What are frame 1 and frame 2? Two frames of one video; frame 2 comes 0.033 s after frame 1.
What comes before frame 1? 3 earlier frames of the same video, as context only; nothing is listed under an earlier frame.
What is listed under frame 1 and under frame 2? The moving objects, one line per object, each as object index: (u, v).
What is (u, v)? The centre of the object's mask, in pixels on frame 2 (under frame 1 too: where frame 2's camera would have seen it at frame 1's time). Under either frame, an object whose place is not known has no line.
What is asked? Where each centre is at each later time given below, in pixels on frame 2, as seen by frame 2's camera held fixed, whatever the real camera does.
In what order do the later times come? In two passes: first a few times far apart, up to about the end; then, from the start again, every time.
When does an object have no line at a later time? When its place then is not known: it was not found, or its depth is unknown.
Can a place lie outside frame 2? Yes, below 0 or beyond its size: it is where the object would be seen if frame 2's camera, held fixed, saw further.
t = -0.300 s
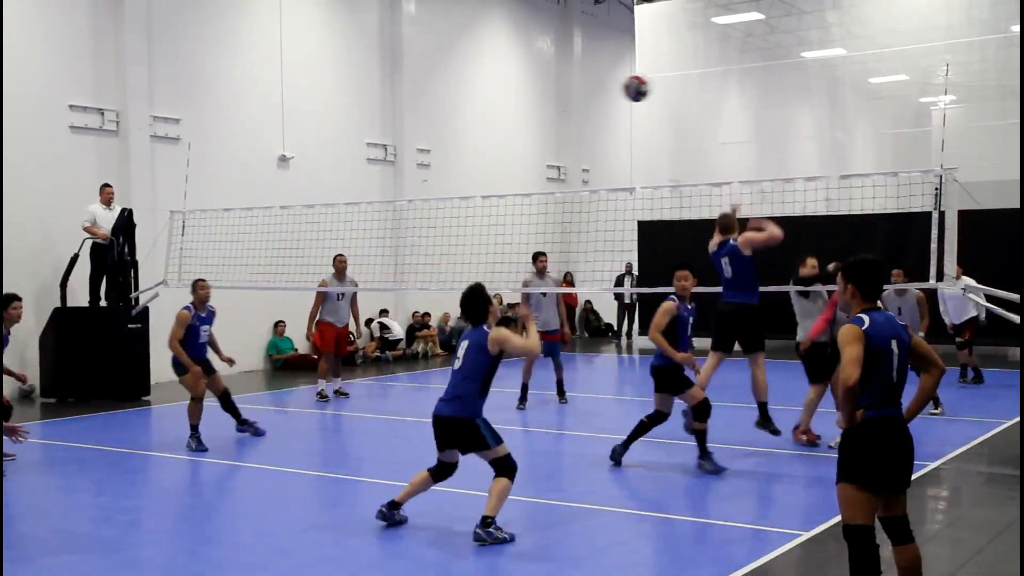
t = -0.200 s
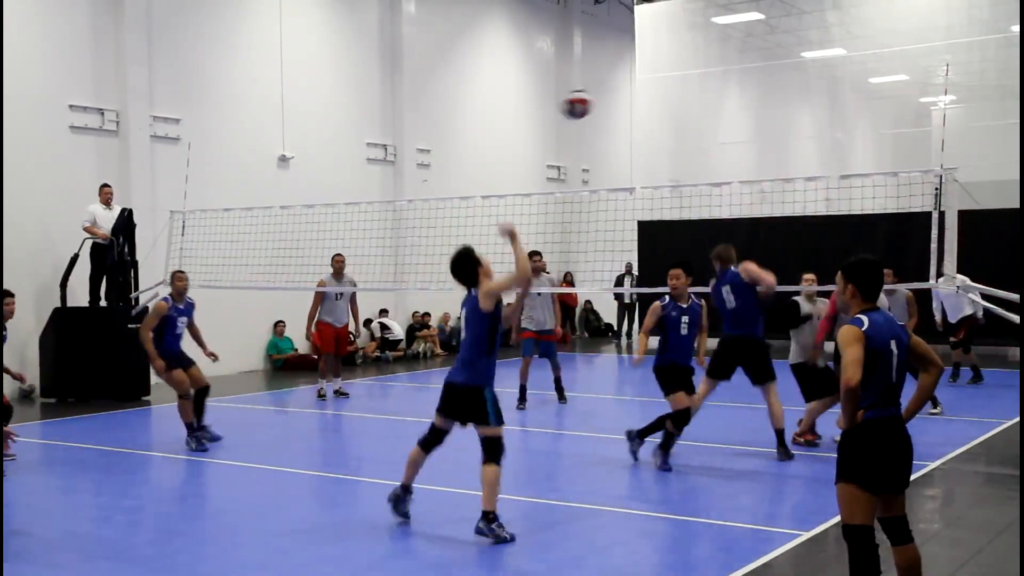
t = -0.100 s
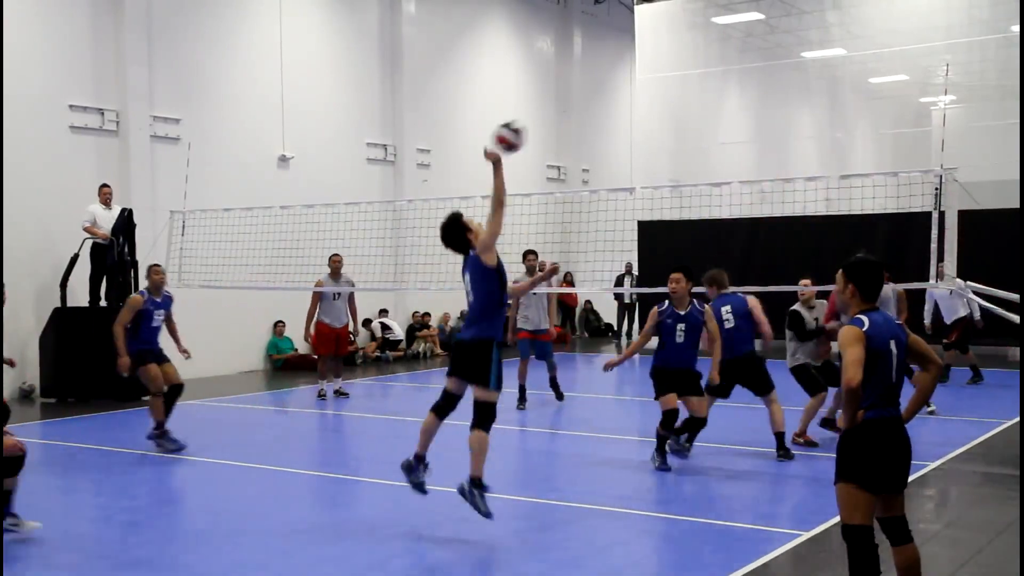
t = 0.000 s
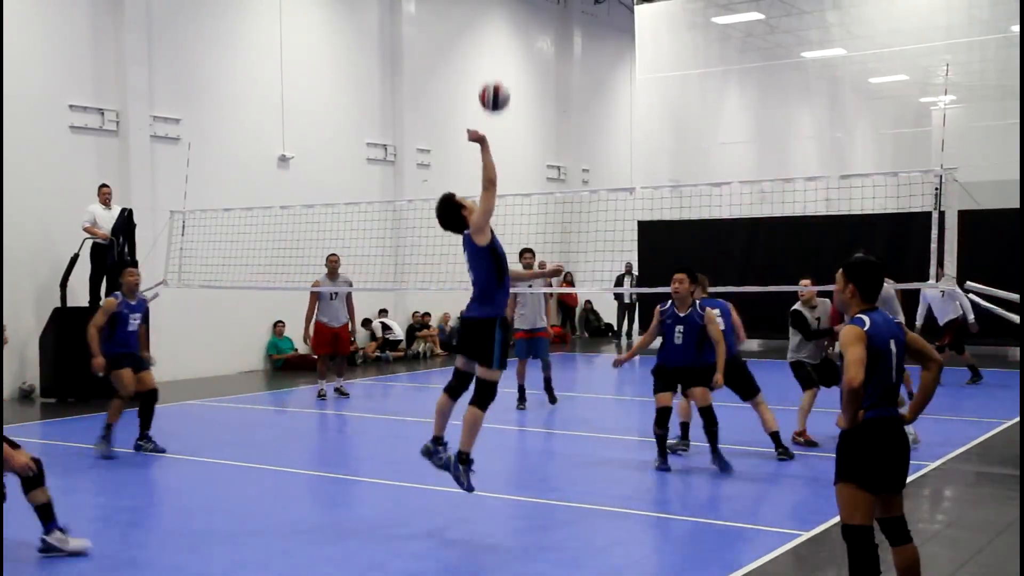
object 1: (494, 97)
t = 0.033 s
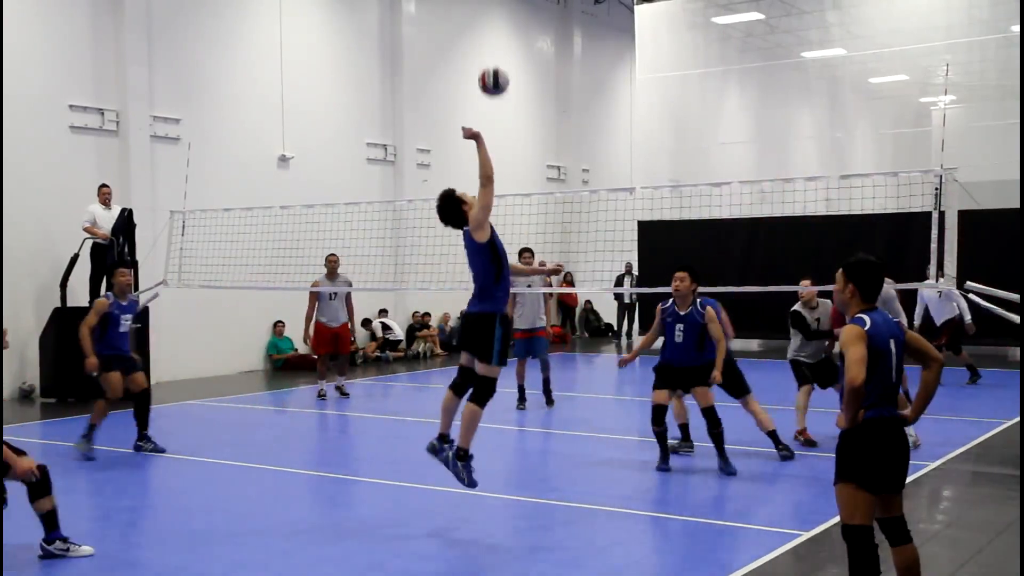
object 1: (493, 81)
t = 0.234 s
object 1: (491, 30)
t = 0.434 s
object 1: (489, 36)
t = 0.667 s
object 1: (489, 99)
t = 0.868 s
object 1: (489, 191)
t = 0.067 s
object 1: (493, 68)
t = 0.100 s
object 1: (492, 57)
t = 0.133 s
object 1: (492, 47)
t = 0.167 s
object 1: (491, 40)
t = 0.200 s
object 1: (491, 34)
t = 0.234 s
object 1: (491, 30)
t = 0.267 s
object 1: (490, 27)
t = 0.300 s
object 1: (490, 26)
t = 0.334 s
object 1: (490, 27)
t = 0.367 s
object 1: (489, 28)
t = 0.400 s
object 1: (489, 31)
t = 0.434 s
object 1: (489, 36)
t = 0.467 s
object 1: (489, 41)
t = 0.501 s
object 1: (489, 48)
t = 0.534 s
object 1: (489, 57)
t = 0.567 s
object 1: (489, 66)
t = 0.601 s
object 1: (489, 77)
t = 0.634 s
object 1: (489, 88)
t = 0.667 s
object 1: (489, 99)
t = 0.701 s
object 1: (489, 112)
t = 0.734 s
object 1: (489, 126)
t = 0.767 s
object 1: (489, 141)
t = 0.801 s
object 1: (490, 157)
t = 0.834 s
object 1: (489, 174)
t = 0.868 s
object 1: (489, 191)
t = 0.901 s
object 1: (490, 209)
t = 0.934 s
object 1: (490, 227)
